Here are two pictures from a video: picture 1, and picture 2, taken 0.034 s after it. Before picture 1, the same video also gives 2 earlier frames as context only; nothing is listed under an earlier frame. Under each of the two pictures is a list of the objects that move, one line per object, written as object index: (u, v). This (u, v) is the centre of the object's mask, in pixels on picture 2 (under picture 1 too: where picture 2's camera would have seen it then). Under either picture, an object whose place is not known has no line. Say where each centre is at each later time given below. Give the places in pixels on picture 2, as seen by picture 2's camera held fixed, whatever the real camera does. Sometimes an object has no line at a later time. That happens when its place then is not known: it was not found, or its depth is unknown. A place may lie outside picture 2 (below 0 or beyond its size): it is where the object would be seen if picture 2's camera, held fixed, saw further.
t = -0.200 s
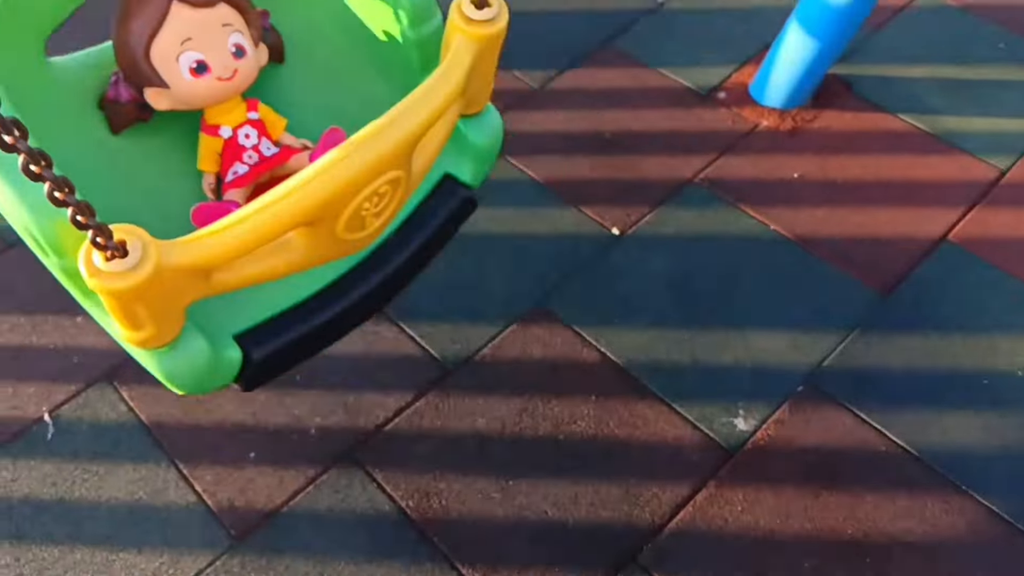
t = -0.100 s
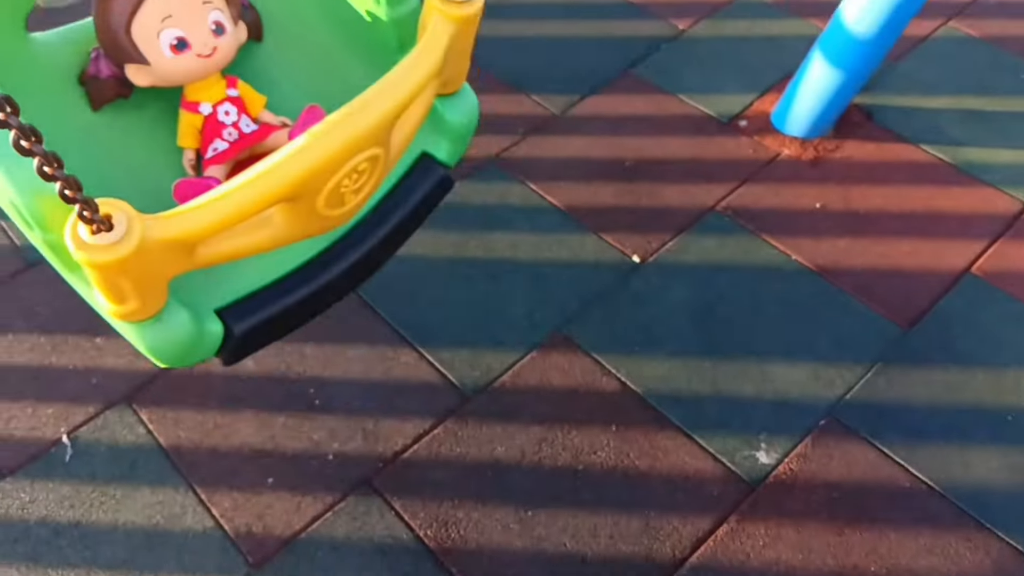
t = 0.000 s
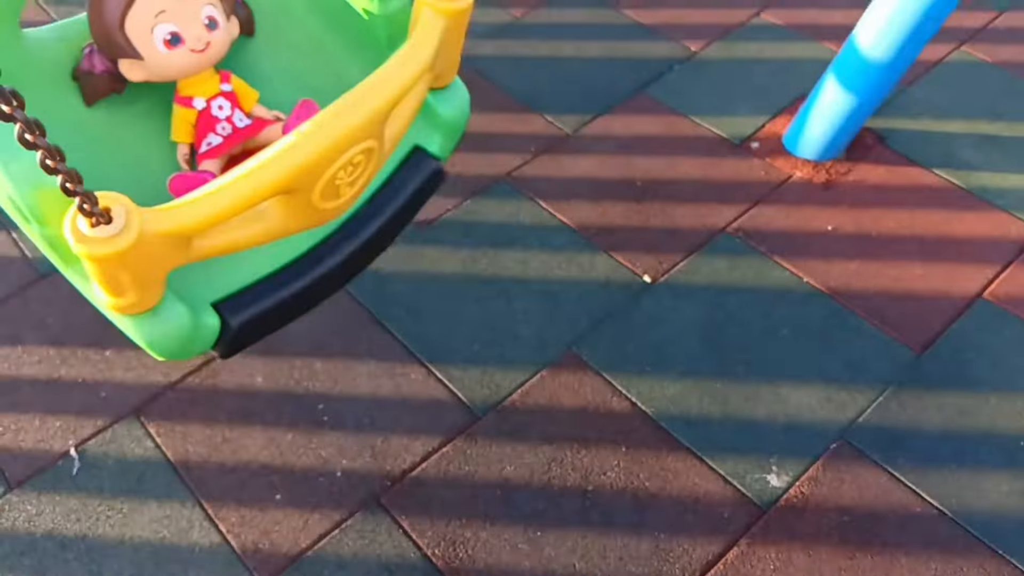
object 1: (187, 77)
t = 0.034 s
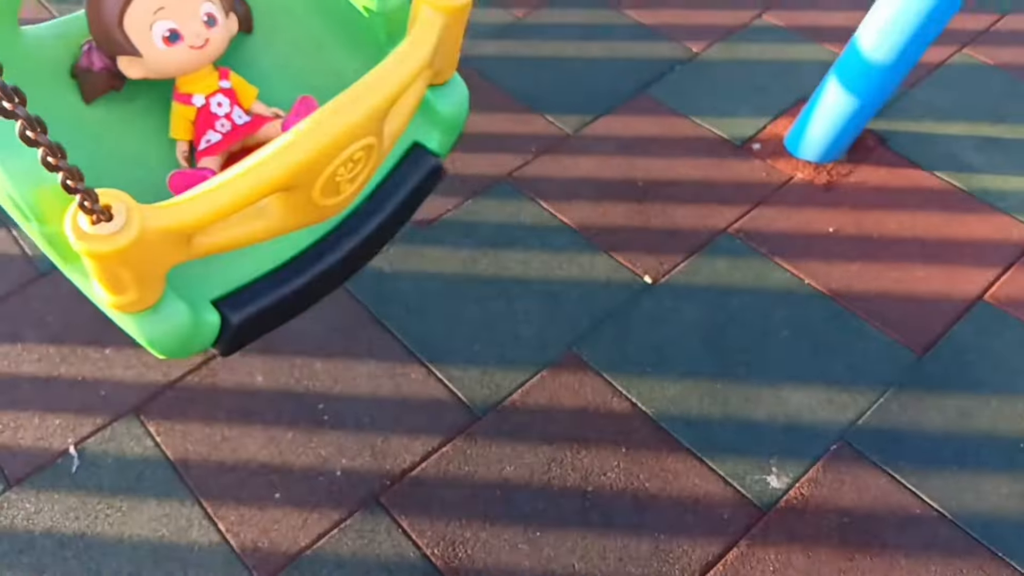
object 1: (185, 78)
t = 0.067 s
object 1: (184, 80)
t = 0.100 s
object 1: (185, 85)
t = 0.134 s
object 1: (189, 95)
